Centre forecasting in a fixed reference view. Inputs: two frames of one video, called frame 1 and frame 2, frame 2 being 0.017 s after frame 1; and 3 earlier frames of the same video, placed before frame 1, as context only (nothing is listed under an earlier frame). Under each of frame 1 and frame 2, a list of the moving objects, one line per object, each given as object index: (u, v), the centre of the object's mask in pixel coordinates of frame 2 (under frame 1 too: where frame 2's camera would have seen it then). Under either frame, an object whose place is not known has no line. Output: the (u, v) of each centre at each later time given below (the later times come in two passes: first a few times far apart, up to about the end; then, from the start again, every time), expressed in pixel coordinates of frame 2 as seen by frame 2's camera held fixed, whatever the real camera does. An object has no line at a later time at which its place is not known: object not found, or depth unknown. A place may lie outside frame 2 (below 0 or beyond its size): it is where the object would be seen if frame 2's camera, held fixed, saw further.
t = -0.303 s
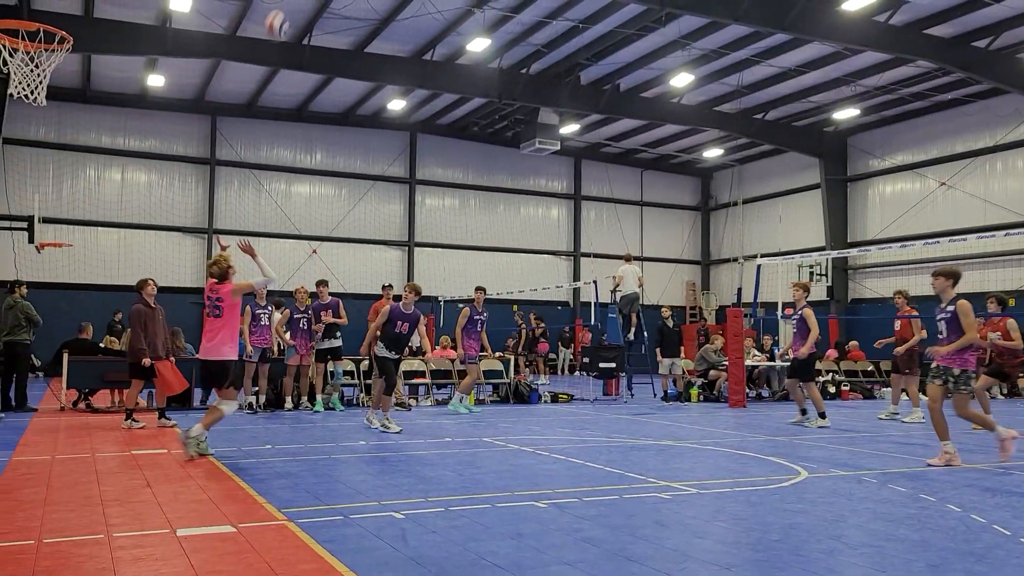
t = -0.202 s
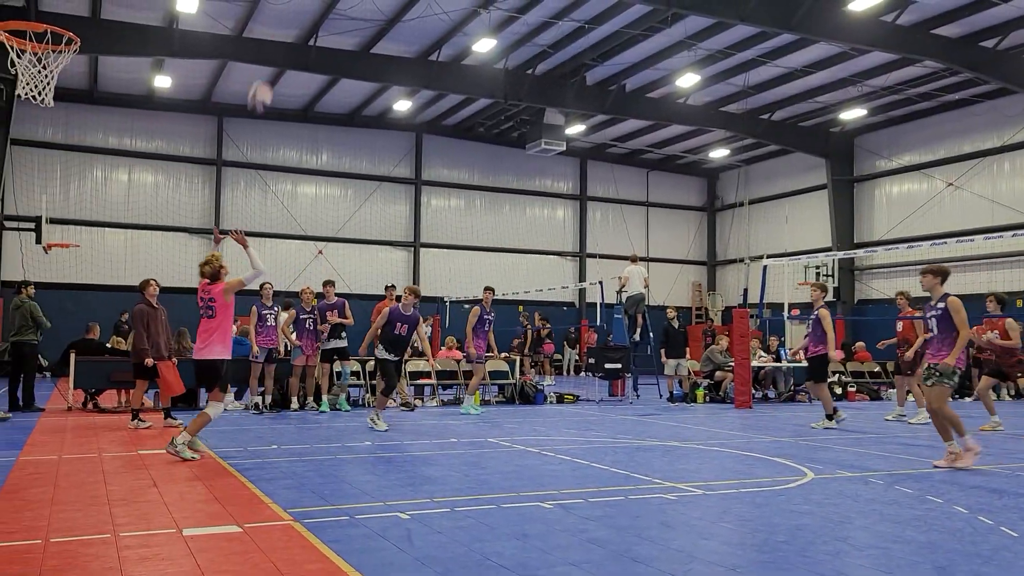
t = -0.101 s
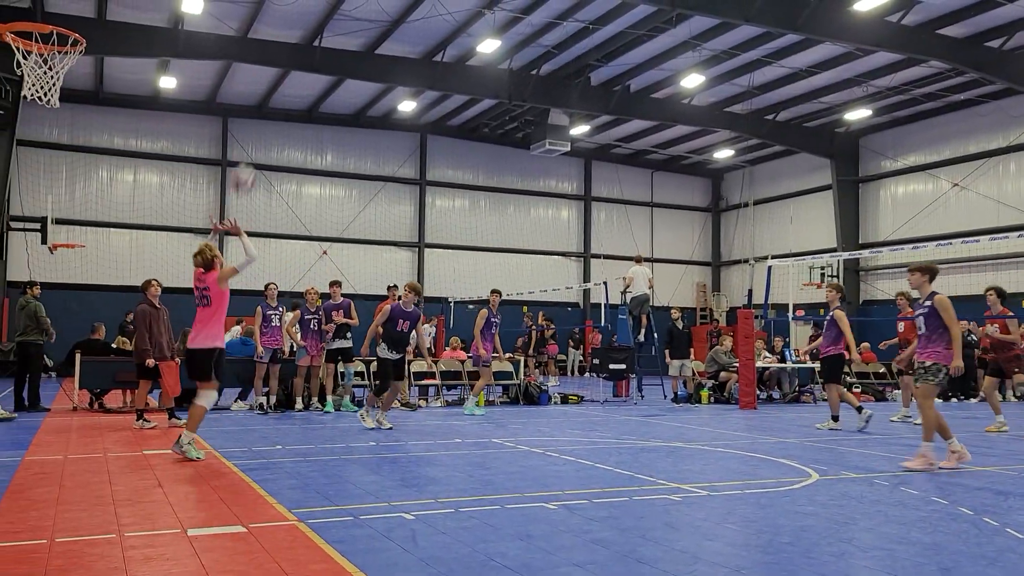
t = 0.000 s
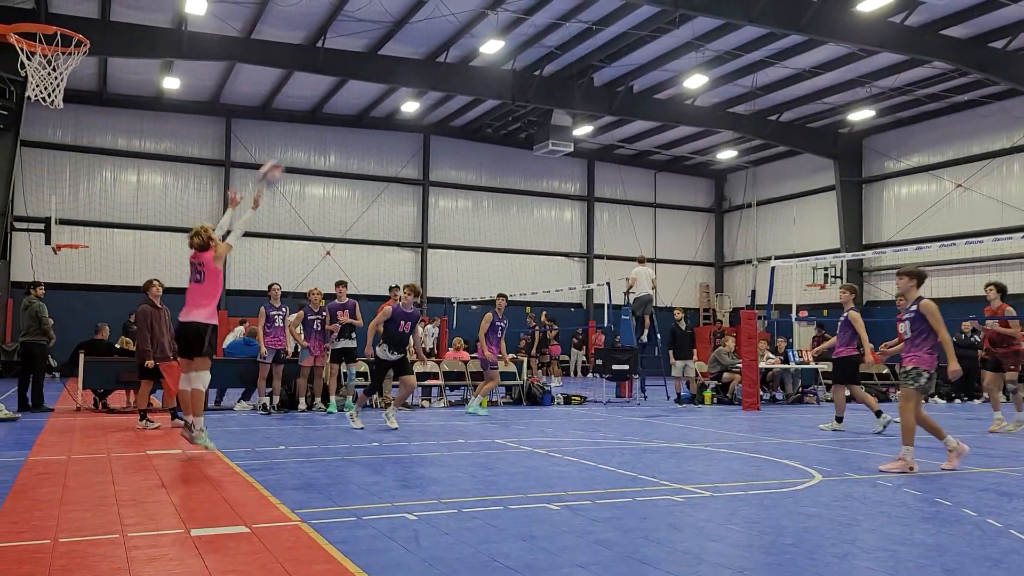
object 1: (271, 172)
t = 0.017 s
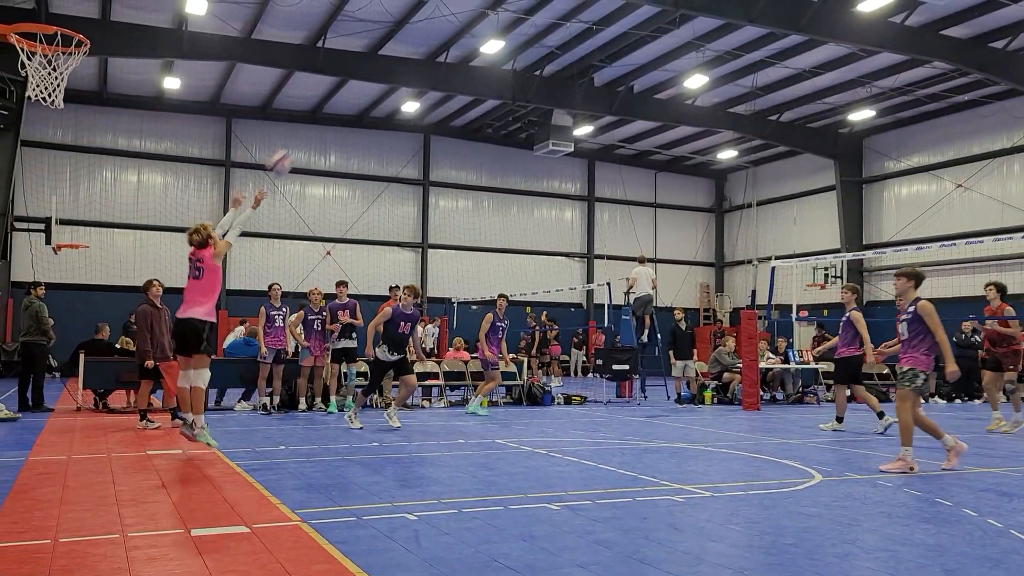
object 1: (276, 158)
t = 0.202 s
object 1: (371, 78)
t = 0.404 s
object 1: (447, 39)
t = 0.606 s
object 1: (509, 35)
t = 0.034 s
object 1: (291, 149)
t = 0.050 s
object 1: (300, 140)
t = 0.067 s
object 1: (309, 131)
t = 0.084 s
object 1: (317, 124)
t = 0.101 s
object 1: (325, 115)
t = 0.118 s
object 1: (331, 108)
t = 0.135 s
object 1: (341, 101)
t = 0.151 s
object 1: (350, 94)
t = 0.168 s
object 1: (357, 89)
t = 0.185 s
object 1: (364, 83)
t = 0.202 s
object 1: (371, 78)
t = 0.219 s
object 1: (378, 73)
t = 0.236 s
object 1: (385, 68)
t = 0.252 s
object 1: (392, 64)
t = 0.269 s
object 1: (398, 60)
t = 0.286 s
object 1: (405, 57)
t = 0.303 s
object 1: (411, 53)
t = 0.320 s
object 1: (418, 50)
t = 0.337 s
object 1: (424, 48)
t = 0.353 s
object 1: (430, 45)
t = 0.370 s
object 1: (436, 43)
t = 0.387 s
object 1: (442, 41)
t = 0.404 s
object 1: (447, 39)
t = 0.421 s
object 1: (453, 37)
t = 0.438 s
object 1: (459, 37)
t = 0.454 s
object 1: (464, 35)
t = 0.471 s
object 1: (469, 34)
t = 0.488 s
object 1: (474, 34)
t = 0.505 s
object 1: (479, 33)
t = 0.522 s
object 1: (484, 32)
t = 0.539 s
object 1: (490, 32)
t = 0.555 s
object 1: (495, 32)
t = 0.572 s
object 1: (500, 33)
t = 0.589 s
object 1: (505, 34)
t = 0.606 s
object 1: (509, 35)
